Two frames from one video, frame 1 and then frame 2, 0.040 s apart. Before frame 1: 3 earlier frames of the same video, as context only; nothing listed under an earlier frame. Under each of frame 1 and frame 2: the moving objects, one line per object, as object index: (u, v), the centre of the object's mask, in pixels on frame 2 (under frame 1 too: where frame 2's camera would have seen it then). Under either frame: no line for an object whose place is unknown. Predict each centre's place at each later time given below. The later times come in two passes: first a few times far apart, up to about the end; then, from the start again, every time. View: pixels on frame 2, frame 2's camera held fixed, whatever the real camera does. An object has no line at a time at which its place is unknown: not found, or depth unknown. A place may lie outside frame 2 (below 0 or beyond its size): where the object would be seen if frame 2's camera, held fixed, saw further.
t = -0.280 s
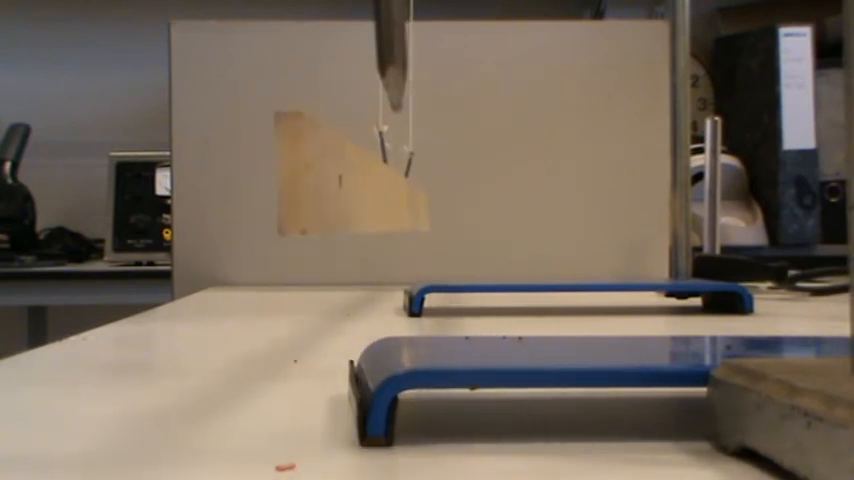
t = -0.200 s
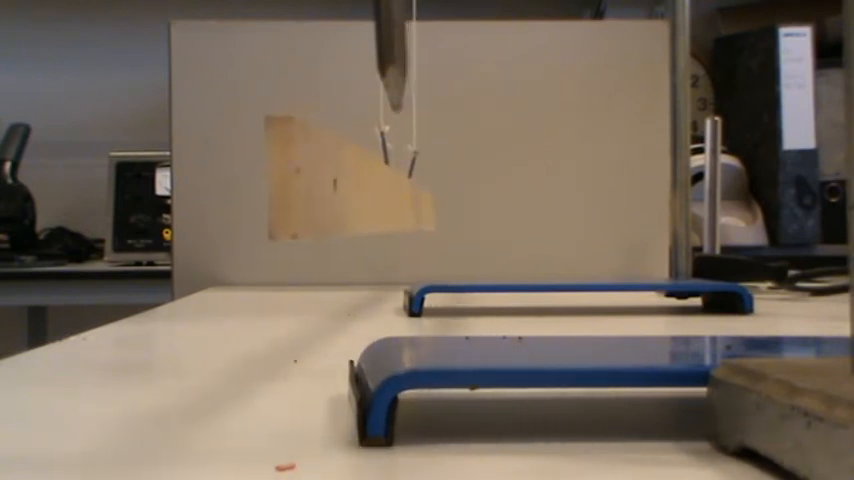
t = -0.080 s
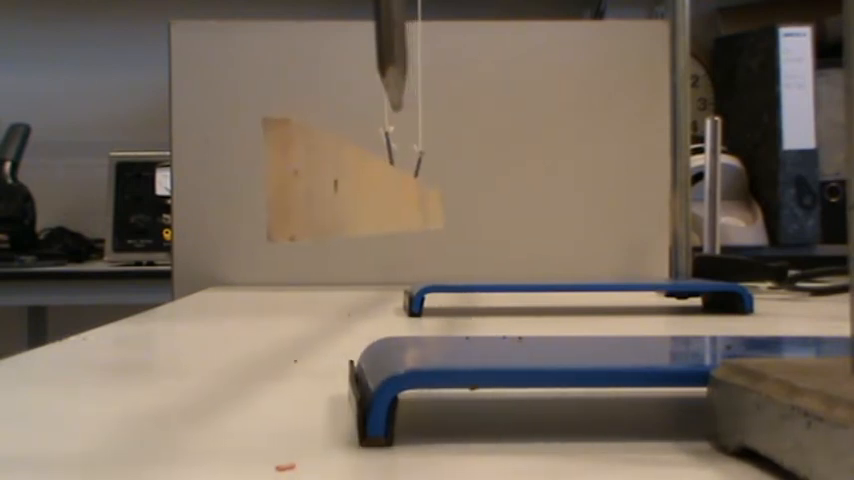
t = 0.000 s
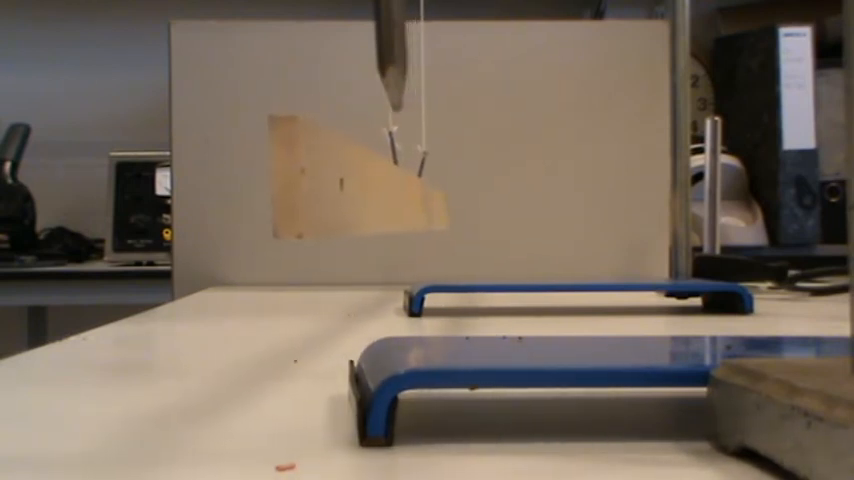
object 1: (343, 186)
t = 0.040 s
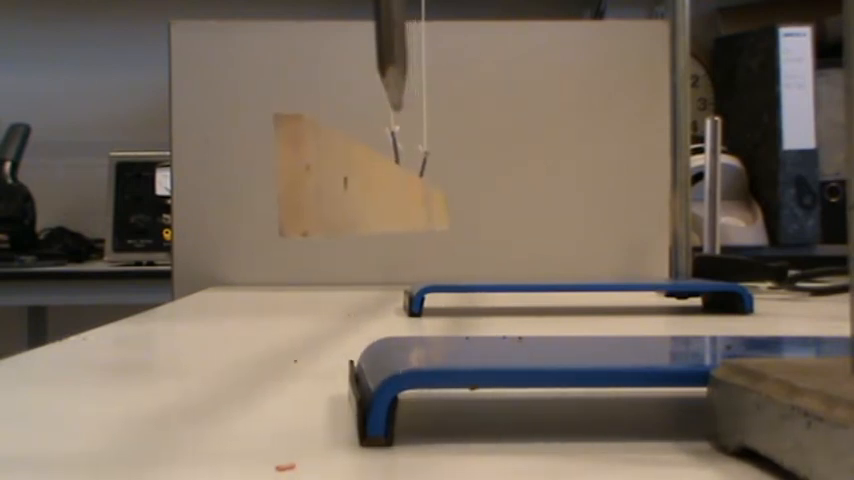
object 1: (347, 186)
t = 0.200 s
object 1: (365, 177)
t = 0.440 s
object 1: (395, 163)
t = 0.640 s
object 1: (423, 148)
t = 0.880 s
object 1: (441, 163)
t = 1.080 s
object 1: (455, 176)
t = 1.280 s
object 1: (464, 187)
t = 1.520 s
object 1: (456, 186)
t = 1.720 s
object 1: (430, 161)
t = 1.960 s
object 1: (374, 161)
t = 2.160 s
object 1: (340, 158)
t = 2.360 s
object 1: (327, 164)
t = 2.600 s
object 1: (347, 176)
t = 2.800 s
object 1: (389, 182)
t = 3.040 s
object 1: (454, 185)
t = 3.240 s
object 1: (479, 176)
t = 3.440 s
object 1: (477, 164)
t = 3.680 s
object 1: (447, 156)
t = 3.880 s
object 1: (415, 155)
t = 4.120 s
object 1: (376, 173)
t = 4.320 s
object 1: (361, 186)
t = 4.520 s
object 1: (359, 187)
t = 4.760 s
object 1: (363, 175)
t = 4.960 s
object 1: (373, 162)
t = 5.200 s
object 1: (400, 167)
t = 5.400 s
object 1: (430, 159)
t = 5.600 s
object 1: (457, 174)
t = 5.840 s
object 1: (475, 188)
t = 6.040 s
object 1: (465, 187)
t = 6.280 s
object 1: (424, 163)
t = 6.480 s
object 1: (374, 159)
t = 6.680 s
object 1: (342, 157)
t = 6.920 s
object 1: (335, 163)
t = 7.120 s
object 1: (356, 175)
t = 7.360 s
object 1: (399, 183)
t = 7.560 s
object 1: (441, 184)
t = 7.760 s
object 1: (458, 176)
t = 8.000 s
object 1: (455, 162)
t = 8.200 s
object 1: (444, 157)
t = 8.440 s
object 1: (426, 159)
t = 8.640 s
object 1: (402, 167)
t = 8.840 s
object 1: (383, 185)
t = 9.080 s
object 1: (362, 187)
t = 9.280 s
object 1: (354, 177)
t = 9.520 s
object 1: (361, 161)
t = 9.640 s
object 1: (373, 155)
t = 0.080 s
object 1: (351, 184)
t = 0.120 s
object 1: (355, 181)
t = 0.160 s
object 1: (359, 179)
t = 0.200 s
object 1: (365, 177)
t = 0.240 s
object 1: (370, 174)
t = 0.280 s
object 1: (375, 172)
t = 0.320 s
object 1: (379, 168)
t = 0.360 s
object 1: (385, 166)
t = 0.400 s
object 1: (389, 162)
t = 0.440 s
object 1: (395, 163)
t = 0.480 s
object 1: (400, 167)
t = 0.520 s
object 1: (405, 162)
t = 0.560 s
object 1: (412, 155)
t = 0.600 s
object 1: (418, 148)
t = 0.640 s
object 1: (423, 148)
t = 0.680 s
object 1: (427, 152)
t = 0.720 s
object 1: (430, 155)
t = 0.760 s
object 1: (433, 156)
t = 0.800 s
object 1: (436, 159)
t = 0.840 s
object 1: (438, 161)
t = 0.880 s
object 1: (441, 163)
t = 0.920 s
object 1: (444, 165)
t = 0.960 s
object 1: (447, 168)
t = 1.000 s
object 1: (450, 170)
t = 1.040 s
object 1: (453, 173)
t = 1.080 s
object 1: (455, 176)
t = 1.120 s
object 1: (458, 178)
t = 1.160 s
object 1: (460, 180)
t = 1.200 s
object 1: (462, 183)
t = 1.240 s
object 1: (463, 185)
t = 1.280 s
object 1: (464, 187)
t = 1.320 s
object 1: (464, 188)
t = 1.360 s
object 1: (464, 188)
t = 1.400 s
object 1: (462, 189)
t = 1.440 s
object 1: (461, 188)
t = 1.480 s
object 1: (459, 188)
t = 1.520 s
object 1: (456, 186)
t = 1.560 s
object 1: (452, 184)
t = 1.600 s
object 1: (447, 181)
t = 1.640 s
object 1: (442, 177)
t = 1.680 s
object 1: (435, 172)
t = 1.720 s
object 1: (430, 161)
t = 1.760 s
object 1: (417, 162)
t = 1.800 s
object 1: (406, 167)
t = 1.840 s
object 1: (398, 167)
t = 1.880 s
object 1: (390, 162)
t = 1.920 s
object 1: (382, 161)
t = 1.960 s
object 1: (374, 161)
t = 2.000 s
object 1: (366, 159)
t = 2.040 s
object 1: (359, 159)
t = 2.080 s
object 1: (352, 159)
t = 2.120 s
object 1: (345, 159)
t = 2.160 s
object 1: (340, 158)
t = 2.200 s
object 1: (335, 159)
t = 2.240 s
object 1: (331, 159)
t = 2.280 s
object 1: (329, 161)
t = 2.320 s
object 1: (327, 162)
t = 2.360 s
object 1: (327, 164)
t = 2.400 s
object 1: (327, 165)
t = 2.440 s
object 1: (329, 167)
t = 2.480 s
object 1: (331, 169)
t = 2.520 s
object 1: (336, 171)
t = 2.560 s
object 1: (341, 174)
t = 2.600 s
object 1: (347, 176)
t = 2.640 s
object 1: (355, 178)
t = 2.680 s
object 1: (363, 180)
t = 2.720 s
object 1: (371, 181)
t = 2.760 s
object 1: (381, 183)
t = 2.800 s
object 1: (389, 182)
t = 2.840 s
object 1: (400, 179)
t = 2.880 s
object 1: (417, 180)
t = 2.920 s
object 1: (428, 184)
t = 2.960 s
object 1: (437, 186)
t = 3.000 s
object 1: (446, 186)
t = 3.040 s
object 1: (454, 185)
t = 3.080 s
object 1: (461, 184)
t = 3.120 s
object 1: (467, 182)
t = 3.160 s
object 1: (472, 180)
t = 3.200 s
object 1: (477, 178)
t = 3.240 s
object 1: (479, 176)
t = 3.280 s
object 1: (481, 173)
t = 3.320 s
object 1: (482, 171)
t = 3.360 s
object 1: (481, 169)
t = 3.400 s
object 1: (480, 166)
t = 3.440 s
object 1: (477, 164)
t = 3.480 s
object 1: (473, 161)
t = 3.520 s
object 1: (469, 160)
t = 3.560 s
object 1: (464, 158)
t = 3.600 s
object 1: (459, 157)
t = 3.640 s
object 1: (454, 157)
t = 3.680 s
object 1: (447, 156)
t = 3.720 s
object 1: (441, 156)
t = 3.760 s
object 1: (435, 156)
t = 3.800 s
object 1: (428, 155)
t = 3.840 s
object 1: (422, 156)
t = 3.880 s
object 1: (415, 155)
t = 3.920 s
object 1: (410, 157)
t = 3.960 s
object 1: (403, 162)
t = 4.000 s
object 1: (391, 162)
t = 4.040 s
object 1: (385, 163)
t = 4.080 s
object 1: (381, 167)
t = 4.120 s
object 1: (376, 173)
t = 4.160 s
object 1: (373, 176)
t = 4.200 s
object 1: (369, 179)
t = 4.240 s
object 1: (366, 182)
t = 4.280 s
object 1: (364, 185)
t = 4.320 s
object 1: (361, 186)
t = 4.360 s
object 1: (360, 187)
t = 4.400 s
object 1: (359, 188)
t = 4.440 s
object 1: (359, 188)
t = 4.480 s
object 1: (359, 188)
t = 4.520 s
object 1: (359, 187)
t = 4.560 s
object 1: (358, 186)
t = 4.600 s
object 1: (359, 184)
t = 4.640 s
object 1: (359, 183)
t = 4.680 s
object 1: (360, 181)
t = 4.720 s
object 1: (361, 178)
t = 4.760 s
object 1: (363, 175)
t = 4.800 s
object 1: (365, 173)
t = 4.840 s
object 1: (366, 170)
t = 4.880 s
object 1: (369, 168)
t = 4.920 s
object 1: (371, 165)
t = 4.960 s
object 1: (373, 162)
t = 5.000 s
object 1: (375, 159)
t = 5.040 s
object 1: (379, 156)
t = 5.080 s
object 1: (383, 155)
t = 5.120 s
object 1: (387, 157)
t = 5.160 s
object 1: (392, 159)
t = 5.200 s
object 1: (400, 167)
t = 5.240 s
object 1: (409, 154)
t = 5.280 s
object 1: (414, 151)
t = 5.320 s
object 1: (419, 153)
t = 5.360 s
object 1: (425, 156)
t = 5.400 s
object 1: (430, 159)
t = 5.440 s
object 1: (436, 162)
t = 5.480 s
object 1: (441, 165)
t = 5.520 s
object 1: (447, 168)
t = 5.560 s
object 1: (452, 171)
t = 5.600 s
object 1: (457, 174)
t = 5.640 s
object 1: (462, 176)
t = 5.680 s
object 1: (466, 179)
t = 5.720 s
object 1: (470, 182)
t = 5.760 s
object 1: (472, 184)
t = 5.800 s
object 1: (474, 186)
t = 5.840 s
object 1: (475, 188)
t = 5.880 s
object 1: (475, 188)
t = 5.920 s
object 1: (474, 189)
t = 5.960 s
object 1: (472, 189)
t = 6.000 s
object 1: (469, 188)
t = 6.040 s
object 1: (465, 187)
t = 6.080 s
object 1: (460, 185)
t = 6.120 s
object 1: (454, 183)
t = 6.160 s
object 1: (448, 180)
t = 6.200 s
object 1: (440, 175)
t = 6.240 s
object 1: (433, 171)
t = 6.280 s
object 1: (424, 163)
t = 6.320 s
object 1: (412, 164)
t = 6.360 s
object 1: (398, 165)
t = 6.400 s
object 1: (390, 163)
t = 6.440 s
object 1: (382, 159)
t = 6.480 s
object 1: (374, 159)
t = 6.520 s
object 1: (366, 159)
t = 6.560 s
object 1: (359, 157)
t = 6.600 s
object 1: (354, 159)
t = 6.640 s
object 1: (348, 158)
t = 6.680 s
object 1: (342, 157)
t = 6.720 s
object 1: (339, 158)
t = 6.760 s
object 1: (336, 158)
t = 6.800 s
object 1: (335, 159)
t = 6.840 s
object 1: (334, 160)
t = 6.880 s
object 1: (334, 161)
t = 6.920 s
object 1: (335, 163)
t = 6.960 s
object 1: (337, 165)
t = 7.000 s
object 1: (341, 168)
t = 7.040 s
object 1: (345, 171)
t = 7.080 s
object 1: (350, 173)
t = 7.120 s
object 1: (356, 175)
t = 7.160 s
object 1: (363, 177)
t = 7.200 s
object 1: (369, 179)
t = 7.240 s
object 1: (376, 180)
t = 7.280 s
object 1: (384, 181)
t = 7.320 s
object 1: (392, 181)
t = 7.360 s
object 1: (399, 183)
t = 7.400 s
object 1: (408, 181)
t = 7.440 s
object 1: (420, 181)
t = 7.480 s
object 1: (430, 182)
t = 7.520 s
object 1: (435, 184)
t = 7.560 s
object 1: (441, 184)
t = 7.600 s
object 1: (446, 183)
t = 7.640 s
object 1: (450, 182)
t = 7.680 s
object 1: (453, 180)
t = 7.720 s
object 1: (456, 178)
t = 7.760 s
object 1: (458, 176)
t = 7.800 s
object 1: (459, 174)
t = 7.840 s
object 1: (459, 171)
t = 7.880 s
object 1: (459, 169)
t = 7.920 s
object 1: (458, 166)
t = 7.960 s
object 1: (457, 164)
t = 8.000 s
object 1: (455, 162)
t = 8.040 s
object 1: (453, 160)
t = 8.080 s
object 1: (451, 159)
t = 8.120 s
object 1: (449, 157)
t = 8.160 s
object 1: (446, 157)
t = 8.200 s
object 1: (444, 157)
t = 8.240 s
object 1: (441, 156)
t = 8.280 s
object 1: (437, 157)
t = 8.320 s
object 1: (435, 157)
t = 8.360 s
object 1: (432, 158)
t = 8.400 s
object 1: (429, 158)
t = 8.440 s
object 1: (426, 159)
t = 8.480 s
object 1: (422, 159)
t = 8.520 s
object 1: (420, 157)
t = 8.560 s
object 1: (416, 160)
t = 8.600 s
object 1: (410, 164)
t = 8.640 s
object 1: (402, 167)
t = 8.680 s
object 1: (397, 171)
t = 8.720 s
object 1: (393, 175)
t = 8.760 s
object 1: (390, 178)
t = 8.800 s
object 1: (386, 183)
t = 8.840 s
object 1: (383, 185)
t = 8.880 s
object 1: (378, 186)
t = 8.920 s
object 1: (375, 187)
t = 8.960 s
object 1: (371, 188)
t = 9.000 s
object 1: (369, 188)
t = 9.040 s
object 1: (365, 188)
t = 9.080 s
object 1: (362, 187)
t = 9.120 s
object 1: (359, 185)
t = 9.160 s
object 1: (356, 183)
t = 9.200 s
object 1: (355, 181)
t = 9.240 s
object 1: (355, 179)
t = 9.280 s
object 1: (354, 177)
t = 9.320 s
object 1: (353, 174)
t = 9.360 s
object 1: (353, 172)
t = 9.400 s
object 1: (354, 169)
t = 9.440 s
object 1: (356, 167)
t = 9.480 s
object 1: (358, 163)
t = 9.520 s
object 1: (361, 161)
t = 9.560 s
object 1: (364, 159)
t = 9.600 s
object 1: (368, 159)
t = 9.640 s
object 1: (373, 155)
